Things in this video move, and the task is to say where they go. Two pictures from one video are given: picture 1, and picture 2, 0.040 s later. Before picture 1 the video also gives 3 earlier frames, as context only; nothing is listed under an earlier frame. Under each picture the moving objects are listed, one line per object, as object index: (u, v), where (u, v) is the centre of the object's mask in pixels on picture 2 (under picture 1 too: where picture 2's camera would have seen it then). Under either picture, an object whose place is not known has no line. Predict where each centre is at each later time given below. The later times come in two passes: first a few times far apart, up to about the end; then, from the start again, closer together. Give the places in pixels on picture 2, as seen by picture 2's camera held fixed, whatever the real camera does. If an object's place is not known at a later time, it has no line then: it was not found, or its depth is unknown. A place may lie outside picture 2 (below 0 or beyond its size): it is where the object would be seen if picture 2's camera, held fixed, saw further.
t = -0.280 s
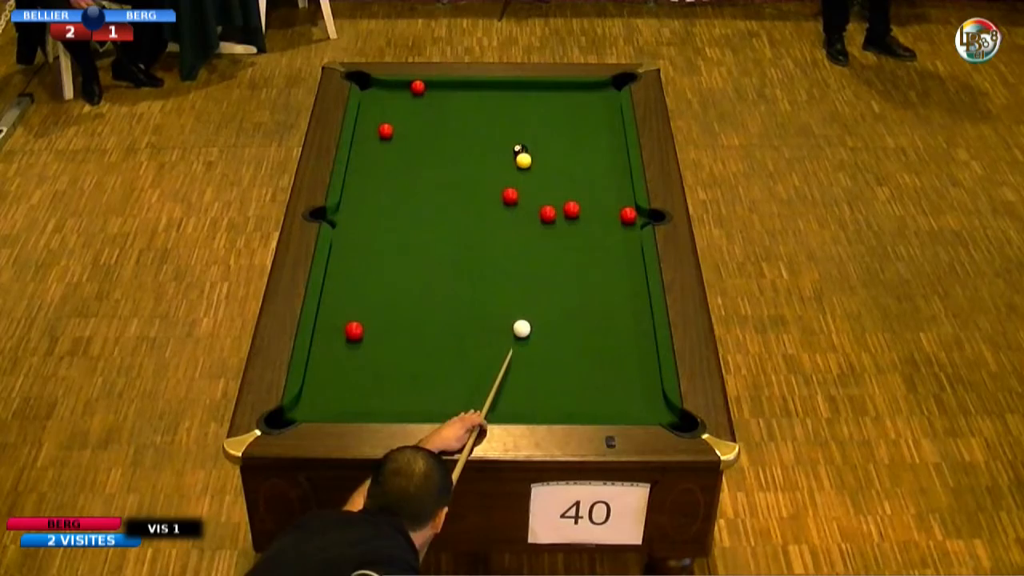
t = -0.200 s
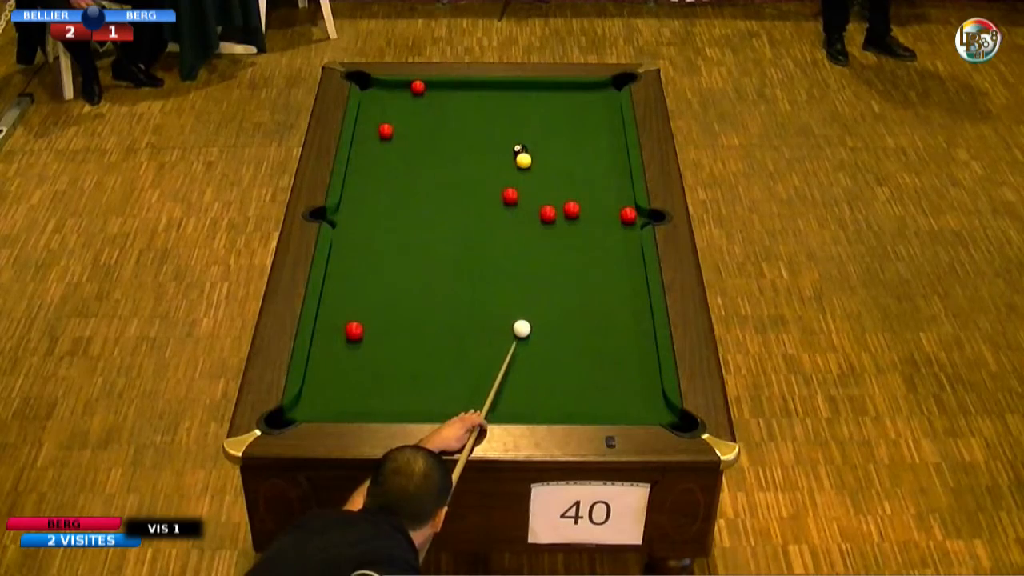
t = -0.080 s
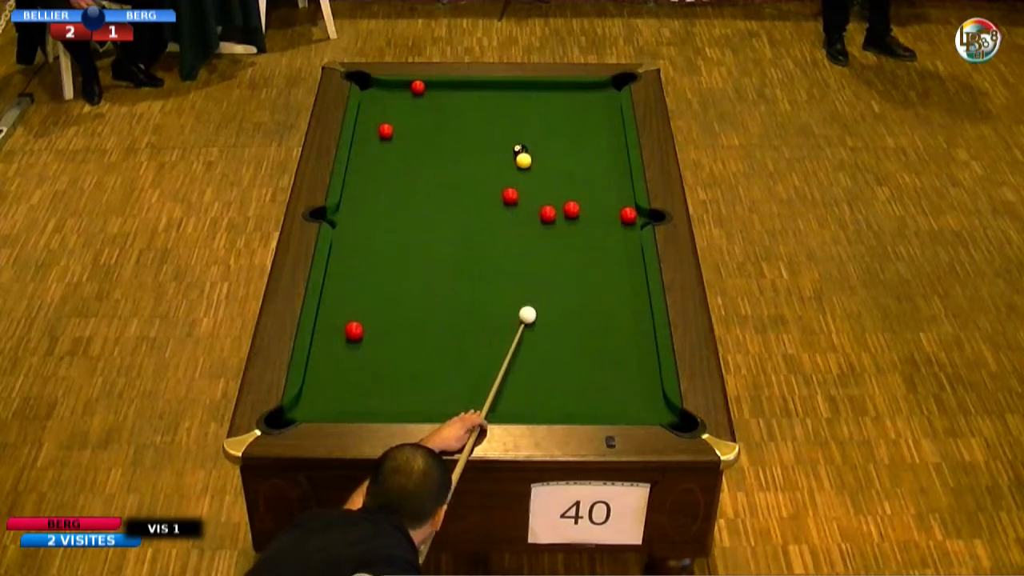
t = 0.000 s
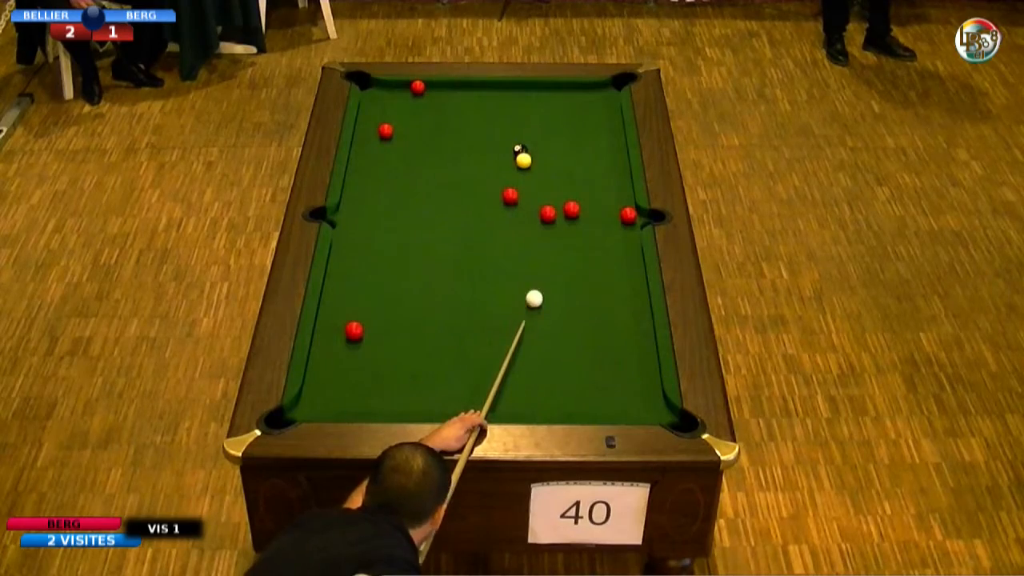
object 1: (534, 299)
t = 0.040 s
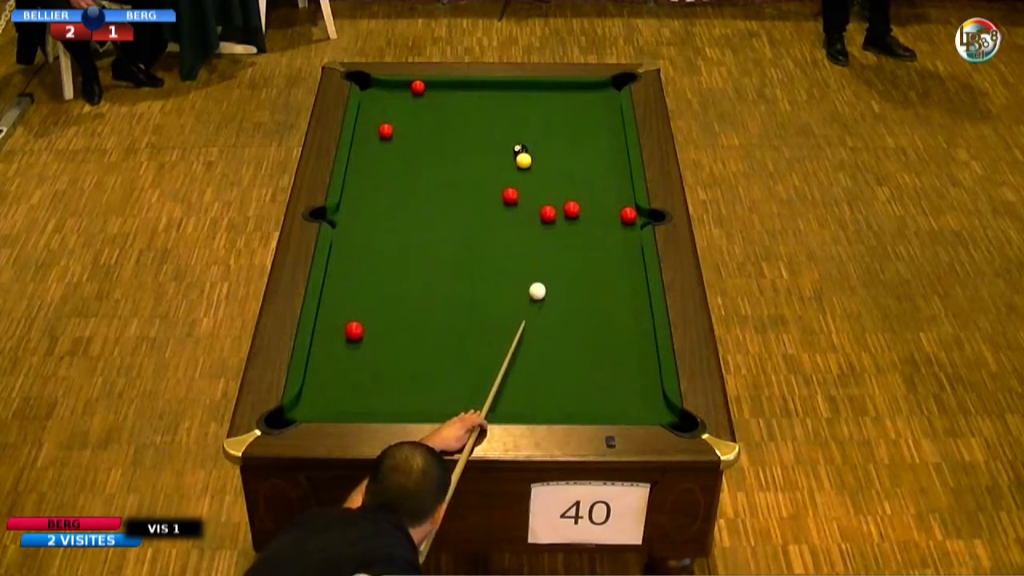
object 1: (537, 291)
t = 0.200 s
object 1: (549, 262)
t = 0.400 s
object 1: (563, 229)
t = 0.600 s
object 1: (567, 215)
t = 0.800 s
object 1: (567, 210)
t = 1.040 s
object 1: (567, 205)
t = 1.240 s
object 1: (567, 202)
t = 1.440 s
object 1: (567, 198)
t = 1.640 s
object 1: (567, 196)
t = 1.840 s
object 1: (567, 195)
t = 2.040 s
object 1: (567, 194)
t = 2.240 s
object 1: (567, 194)
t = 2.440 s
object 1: (567, 193)
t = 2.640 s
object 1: (567, 193)
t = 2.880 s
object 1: (567, 193)
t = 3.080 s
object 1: (567, 194)
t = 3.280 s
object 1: (567, 193)
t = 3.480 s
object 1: (567, 194)
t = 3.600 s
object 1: (567, 194)
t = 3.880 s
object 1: (567, 194)
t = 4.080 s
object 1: (567, 194)
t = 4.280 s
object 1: (567, 194)
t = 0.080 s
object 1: (540, 283)
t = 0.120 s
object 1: (543, 276)
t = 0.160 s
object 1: (546, 269)
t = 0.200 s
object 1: (549, 262)
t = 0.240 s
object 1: (552, 255)
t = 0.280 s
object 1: (555, 248)
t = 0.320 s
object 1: (557, 242)
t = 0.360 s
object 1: (560, 235)
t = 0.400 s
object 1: (563, 229)
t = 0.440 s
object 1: (565, 223)
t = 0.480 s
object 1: (567, 218)
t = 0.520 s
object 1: (567, 218)
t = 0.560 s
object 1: (567, 216)
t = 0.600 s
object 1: (567, 215)
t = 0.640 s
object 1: (567, 214)
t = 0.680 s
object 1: (567, 213)
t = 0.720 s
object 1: (567, 212)
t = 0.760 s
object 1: (567, 211)
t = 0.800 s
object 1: (567, 210)
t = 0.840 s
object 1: (567, 209)
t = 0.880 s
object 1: (567, 208)
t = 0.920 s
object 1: (567, 207)
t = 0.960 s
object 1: (567, 206)
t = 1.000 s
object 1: (567, 206)
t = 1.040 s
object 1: (567, 205)
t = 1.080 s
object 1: (567, 204)
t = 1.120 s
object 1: (567, 203)
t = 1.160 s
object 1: (567, 203)
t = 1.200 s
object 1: (567, 202)
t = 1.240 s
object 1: (567, 202)
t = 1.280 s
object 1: (567, 201)
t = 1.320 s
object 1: (567, 200)
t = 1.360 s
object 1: (567, 199)
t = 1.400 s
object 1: (567, 199)
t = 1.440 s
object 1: (567, 198)
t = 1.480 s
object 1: (567, 198)
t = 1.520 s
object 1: (567, 198)
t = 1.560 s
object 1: (567, 197)
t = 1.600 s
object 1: (567, 197)
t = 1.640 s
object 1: (567, 196)
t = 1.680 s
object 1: (567, 196)
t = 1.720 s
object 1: (567, 195)
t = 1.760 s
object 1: (567, 195)
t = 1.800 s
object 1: (567, 195)
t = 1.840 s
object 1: (567, 195)
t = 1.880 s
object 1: (567, 195)
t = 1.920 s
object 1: (567, 194)
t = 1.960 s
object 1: (567, 194)
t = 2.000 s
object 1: (567, 194)
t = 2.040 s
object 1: (567, 194)
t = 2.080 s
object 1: (567, 194)
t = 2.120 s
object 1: (567, 194)
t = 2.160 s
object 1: (567, 194)
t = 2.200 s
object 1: (567, 194)
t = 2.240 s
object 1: (567, 194)
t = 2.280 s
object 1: (567, 193)
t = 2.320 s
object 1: (567, 193)
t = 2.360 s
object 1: (567, 193)
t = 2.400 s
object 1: (567, 193)
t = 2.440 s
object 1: (567, 193)
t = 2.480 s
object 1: (567, 193)
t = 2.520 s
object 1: (567, 193)
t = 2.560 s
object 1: (567, 193)
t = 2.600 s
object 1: (567, 193)
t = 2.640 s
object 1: (567, 193)
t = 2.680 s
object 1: (567, 193)
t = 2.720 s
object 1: (567, 194)
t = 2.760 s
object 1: (567, 193)
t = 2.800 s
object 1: (567, 193)
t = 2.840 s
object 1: (567, 193)
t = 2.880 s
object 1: (567, 193)
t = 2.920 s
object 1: (567, 194)
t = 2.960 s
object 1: (567, 194)
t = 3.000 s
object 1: (567, 194)
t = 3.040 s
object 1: (567, 194)
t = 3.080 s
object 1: (567, 194)
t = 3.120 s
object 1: (567, 193)
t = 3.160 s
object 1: (567, 194)
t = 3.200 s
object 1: (567, 194)
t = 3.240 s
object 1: (567, 194)
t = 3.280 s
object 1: (567, 193)
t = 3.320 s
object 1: (567, 193)
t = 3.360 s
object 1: (567, 193)
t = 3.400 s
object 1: (567, 194)
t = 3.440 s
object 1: (567, 194)
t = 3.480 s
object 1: (567, 194)
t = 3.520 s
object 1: (567, 193)
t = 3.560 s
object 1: (567, 194)
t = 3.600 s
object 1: (567, 194)
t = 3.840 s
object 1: (567, 193)
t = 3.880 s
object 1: (567, 194)
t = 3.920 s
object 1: (567, 194)
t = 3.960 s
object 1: (567, 194)
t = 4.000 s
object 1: (567, 194)
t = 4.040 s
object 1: (567, 194)
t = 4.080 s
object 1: (567, 194)
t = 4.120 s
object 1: (567, 194)
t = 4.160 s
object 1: (567, 194)
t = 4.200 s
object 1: (567, 194)
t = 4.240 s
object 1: (567, 194)
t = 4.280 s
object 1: (567, 194)
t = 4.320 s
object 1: (567, 194)
